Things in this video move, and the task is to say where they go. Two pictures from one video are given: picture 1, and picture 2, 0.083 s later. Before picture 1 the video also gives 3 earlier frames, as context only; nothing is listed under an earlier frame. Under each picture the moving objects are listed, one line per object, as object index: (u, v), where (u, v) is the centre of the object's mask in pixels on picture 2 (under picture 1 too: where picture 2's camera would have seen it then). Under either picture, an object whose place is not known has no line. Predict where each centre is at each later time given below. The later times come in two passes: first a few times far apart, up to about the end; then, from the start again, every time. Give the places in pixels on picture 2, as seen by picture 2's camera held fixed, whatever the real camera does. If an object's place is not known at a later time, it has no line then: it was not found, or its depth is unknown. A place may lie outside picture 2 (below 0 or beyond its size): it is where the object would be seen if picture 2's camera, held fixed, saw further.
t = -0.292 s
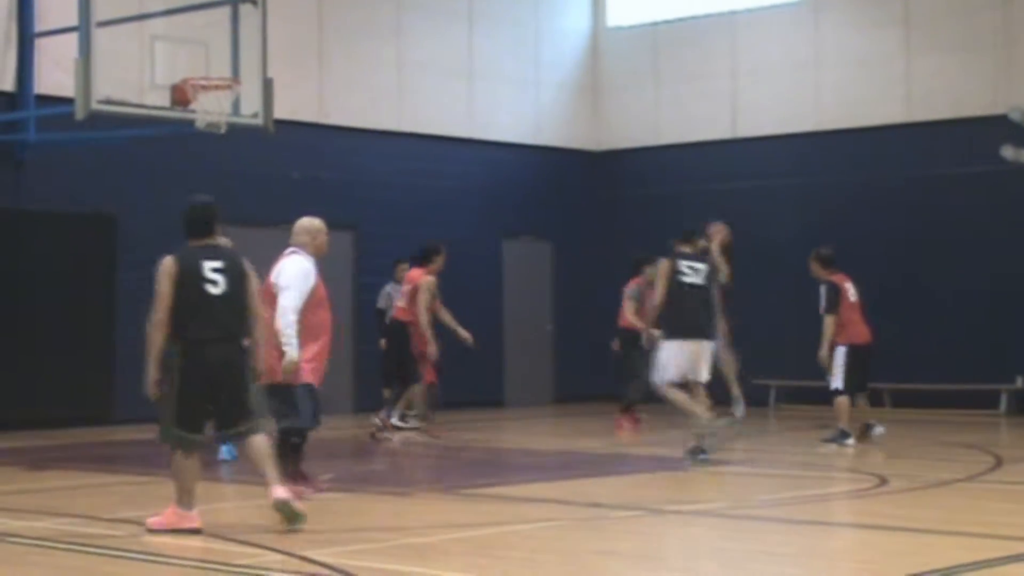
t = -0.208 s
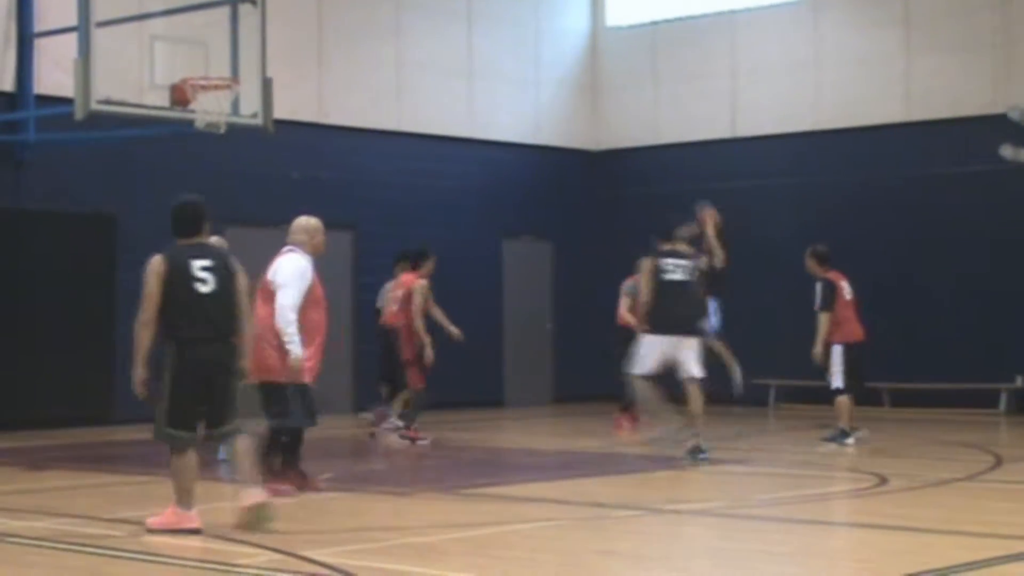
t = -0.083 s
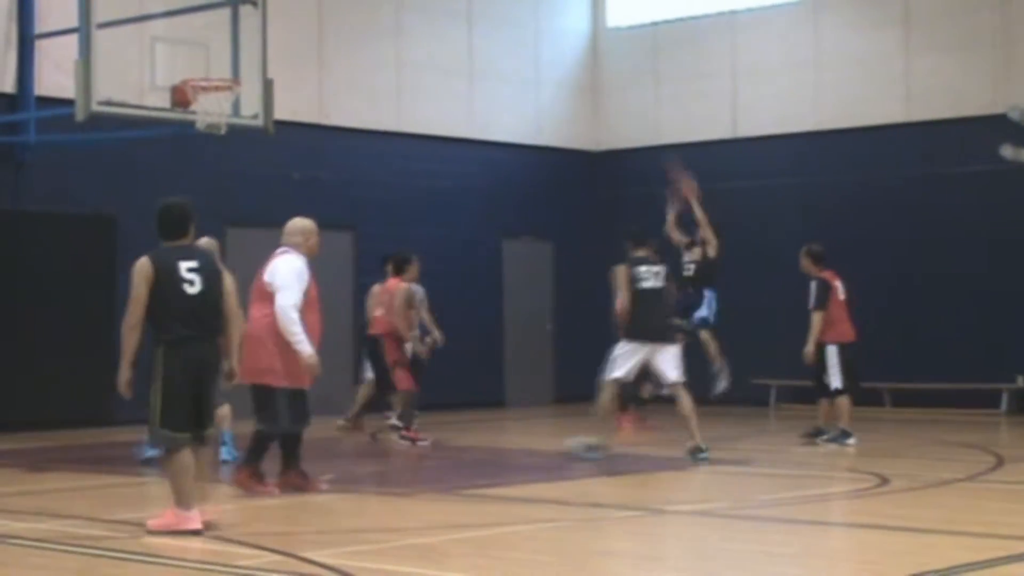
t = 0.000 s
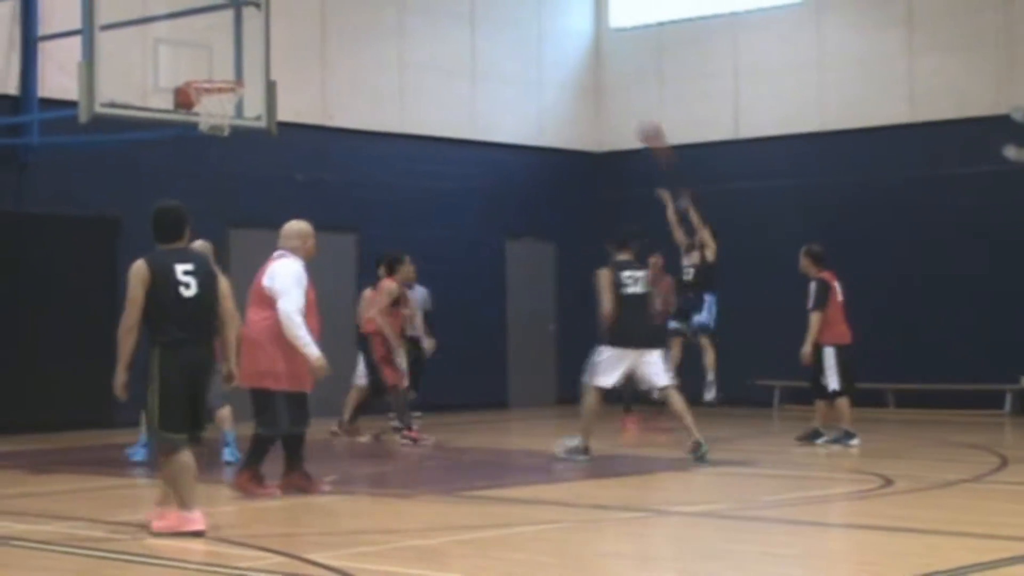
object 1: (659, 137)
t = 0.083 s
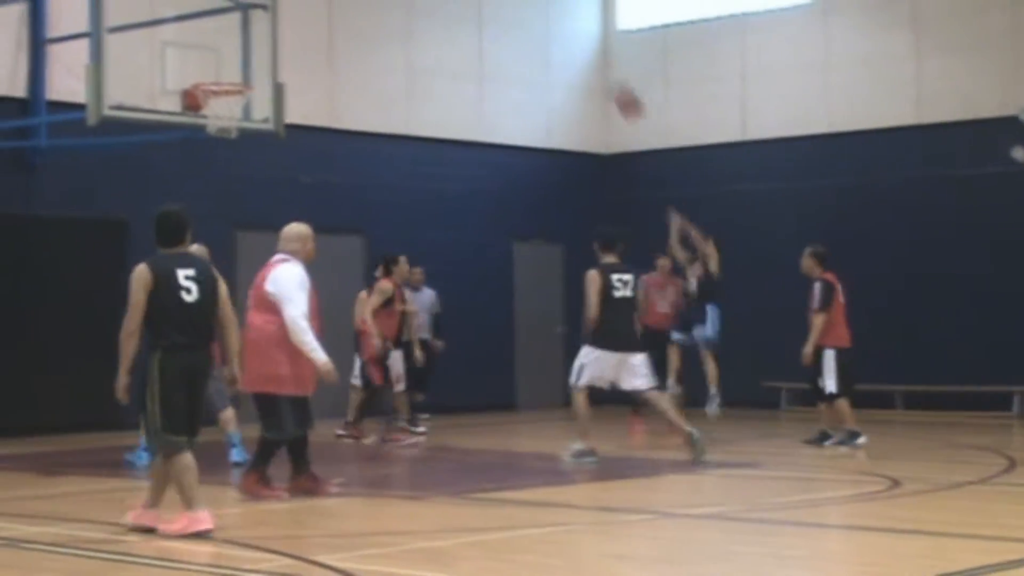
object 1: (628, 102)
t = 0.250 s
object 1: (558, 43)
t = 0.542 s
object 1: (433, 7)
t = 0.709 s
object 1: (359, 29)
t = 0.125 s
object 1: (611, 85)
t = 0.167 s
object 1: (592, 66)
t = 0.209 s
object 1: (575, 54)
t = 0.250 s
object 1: (558, 43)
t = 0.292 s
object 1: (541, 32)
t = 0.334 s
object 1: (523, 23)
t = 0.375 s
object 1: (505, 16)
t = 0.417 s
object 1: (489, 11)
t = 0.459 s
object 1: (471, 8)
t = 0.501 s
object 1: (453, 6)
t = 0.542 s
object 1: (433, 7)
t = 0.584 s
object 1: (417, 9)
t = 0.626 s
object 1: (398, 14)
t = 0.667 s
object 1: (380, 20)
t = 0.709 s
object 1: (359, 29)
